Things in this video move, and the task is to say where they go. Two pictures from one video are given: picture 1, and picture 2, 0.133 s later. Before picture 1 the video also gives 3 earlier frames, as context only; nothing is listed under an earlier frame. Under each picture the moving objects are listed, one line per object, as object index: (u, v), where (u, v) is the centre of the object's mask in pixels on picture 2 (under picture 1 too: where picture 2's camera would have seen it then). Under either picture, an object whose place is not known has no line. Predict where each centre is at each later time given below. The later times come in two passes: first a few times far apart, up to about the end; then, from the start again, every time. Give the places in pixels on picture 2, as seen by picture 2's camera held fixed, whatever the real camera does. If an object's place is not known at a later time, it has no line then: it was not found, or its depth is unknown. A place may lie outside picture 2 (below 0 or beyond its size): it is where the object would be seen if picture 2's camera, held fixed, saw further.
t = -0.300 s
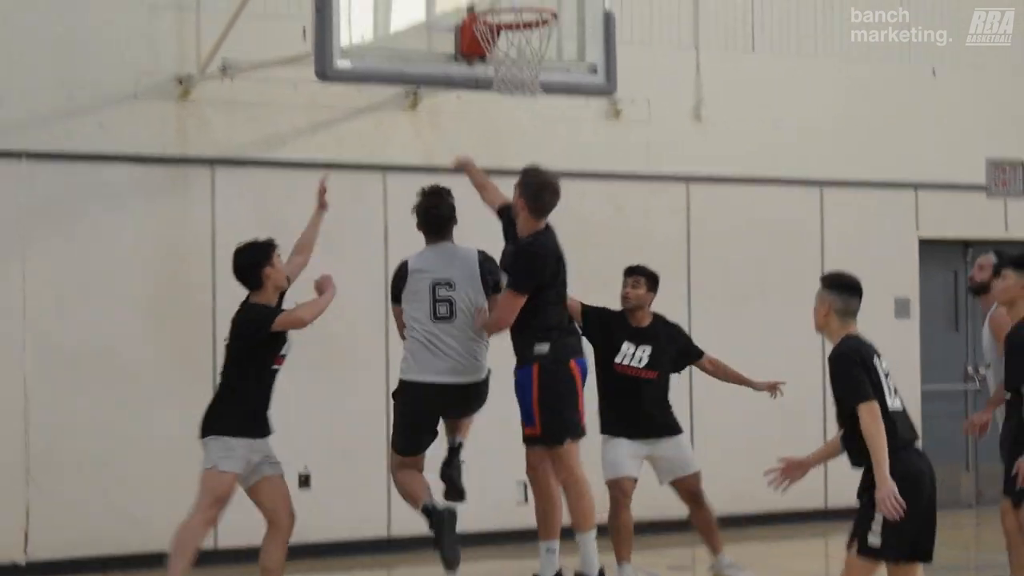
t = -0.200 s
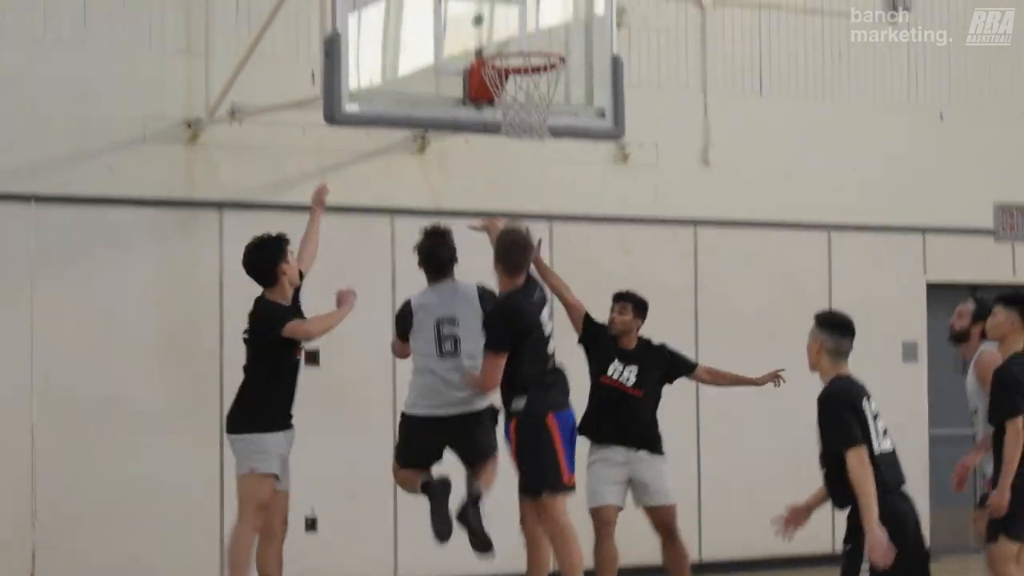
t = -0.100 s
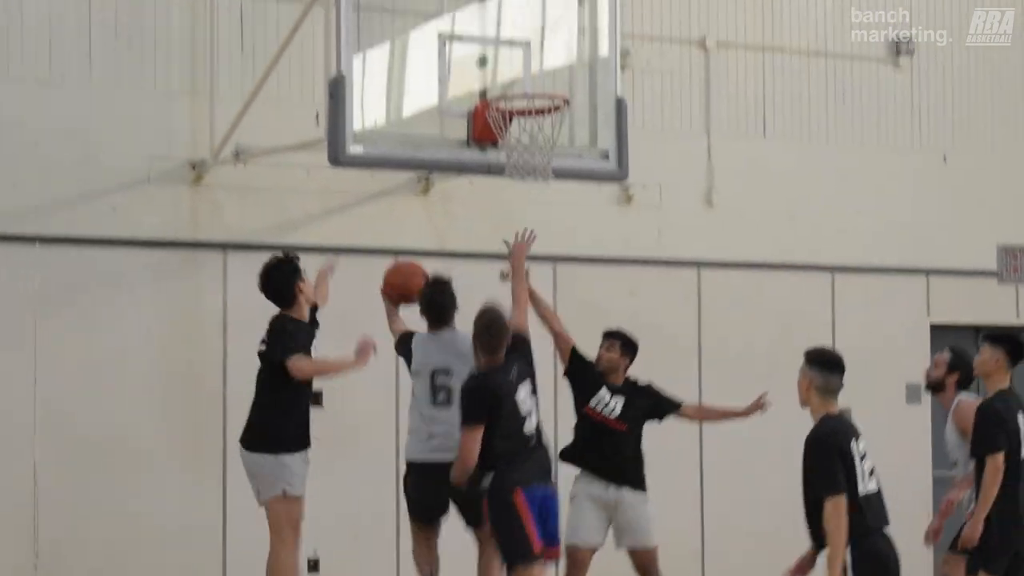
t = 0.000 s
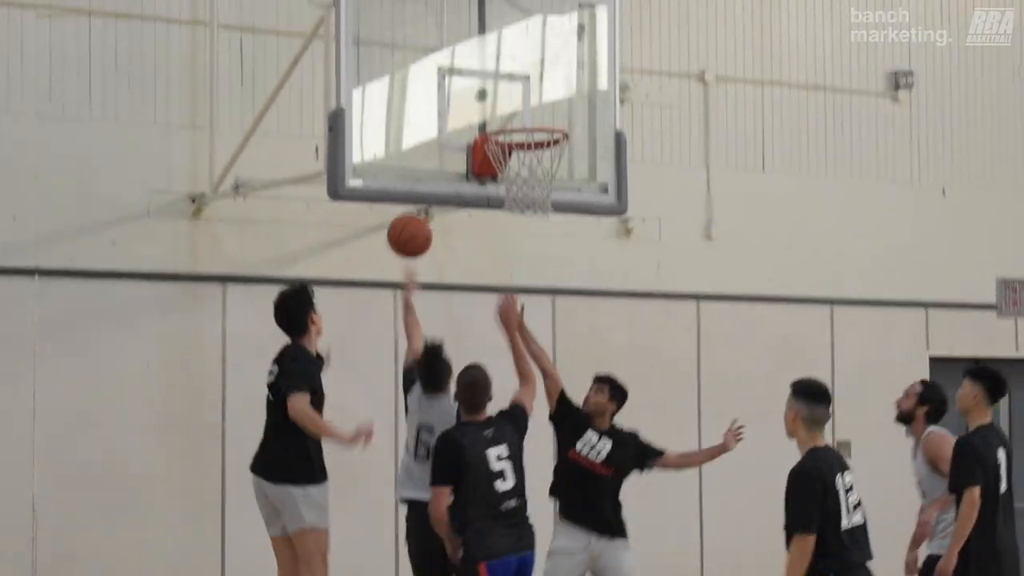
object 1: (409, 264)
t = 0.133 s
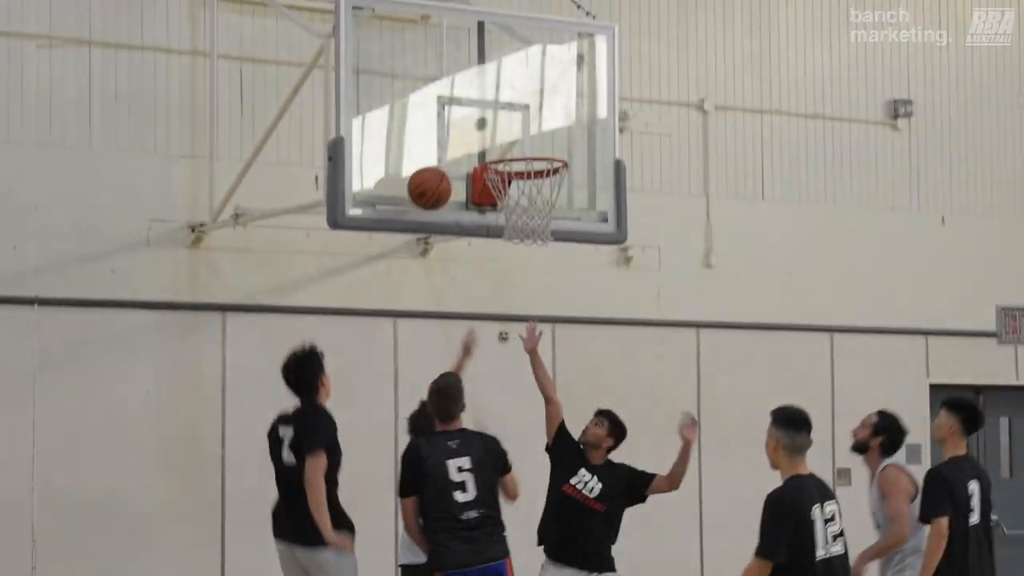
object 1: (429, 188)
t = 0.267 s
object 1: (458, 145)
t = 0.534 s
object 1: (539, 150)
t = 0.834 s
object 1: (490, 200)
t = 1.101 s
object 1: (521, 229)
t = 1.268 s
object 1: (552, 278)
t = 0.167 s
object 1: (434, 174)
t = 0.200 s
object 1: (439, 163)
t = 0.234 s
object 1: (448, 153)
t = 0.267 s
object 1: (458, 145)
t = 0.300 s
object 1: (468, 139)
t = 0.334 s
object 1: (479, 135)
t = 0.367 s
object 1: (489, 133)
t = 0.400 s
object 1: (498, 132)
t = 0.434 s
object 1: (509, 135)
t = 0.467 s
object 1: (519, 138)
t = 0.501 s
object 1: (529, 144)
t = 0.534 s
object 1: (539, 150)
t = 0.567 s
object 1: (544, 160)
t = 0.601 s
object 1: (534, 167)
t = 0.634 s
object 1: (526, 177)
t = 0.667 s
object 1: (515, 187)
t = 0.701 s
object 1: (505, 197)
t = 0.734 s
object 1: (499, 199)
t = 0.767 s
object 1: (494, 199)
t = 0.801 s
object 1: (491, 200)
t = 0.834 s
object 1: (490, 200)
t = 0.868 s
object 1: (490, 200)
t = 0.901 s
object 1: (491, 201)
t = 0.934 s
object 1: (491, 203)
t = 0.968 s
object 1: (494, 206)
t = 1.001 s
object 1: (501, 214)
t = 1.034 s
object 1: (508, 219)
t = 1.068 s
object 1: (515, 223)
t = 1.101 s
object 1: (521, 229)
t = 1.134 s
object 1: (529, 235)
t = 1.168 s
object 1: (535, 242)
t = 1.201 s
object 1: (541, 252)
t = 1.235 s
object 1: (547, 264)
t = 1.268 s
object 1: (552, 278)
